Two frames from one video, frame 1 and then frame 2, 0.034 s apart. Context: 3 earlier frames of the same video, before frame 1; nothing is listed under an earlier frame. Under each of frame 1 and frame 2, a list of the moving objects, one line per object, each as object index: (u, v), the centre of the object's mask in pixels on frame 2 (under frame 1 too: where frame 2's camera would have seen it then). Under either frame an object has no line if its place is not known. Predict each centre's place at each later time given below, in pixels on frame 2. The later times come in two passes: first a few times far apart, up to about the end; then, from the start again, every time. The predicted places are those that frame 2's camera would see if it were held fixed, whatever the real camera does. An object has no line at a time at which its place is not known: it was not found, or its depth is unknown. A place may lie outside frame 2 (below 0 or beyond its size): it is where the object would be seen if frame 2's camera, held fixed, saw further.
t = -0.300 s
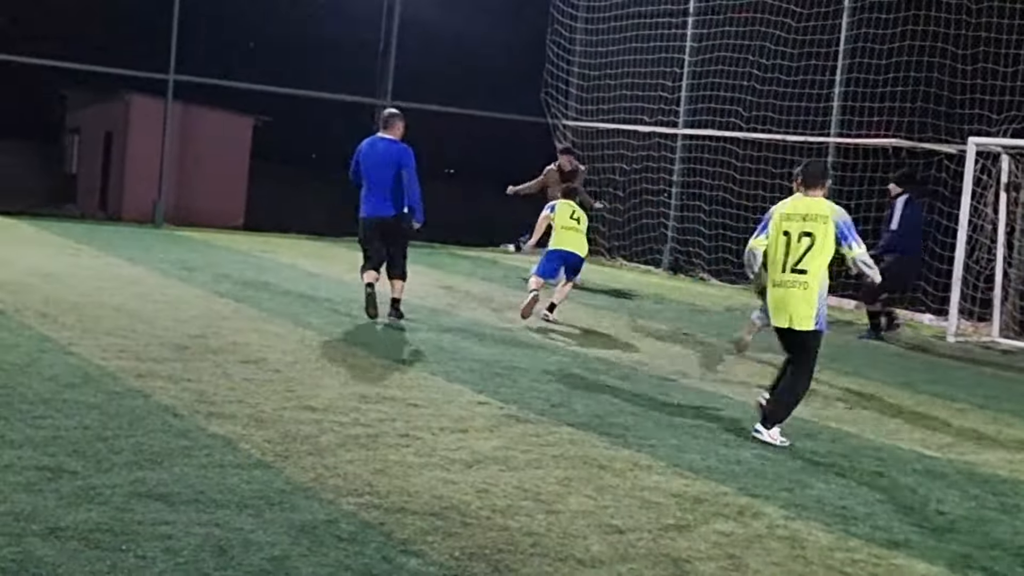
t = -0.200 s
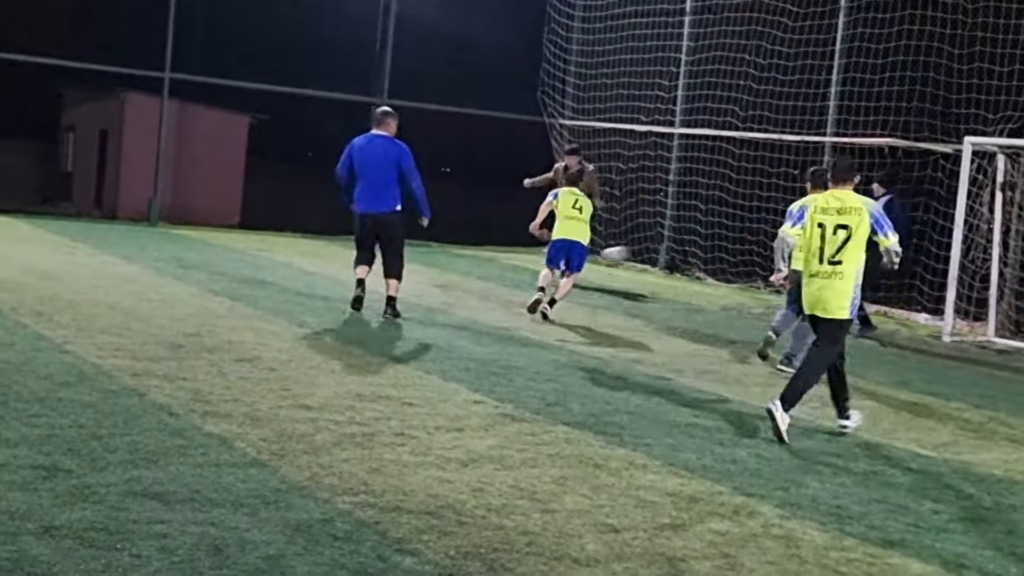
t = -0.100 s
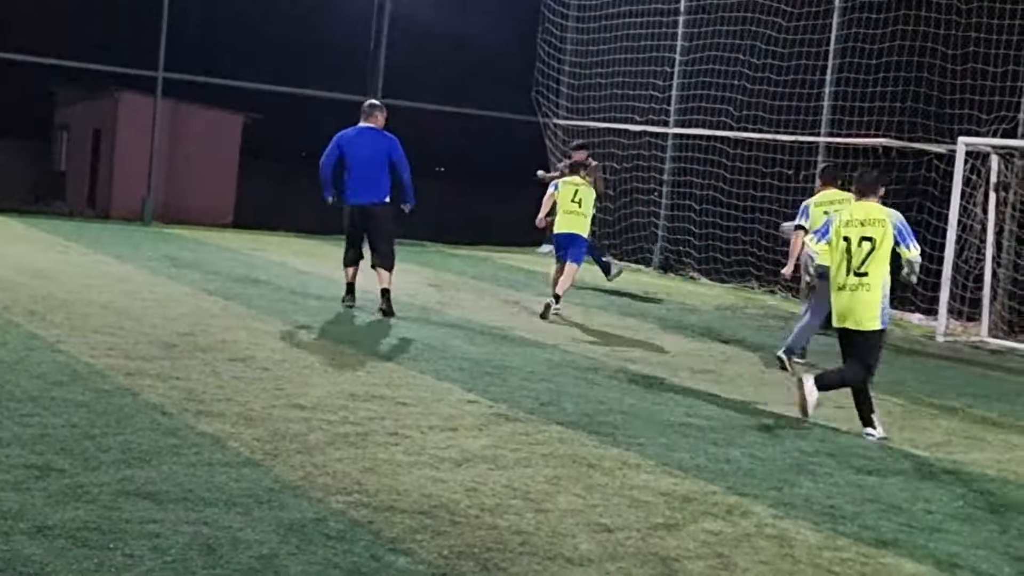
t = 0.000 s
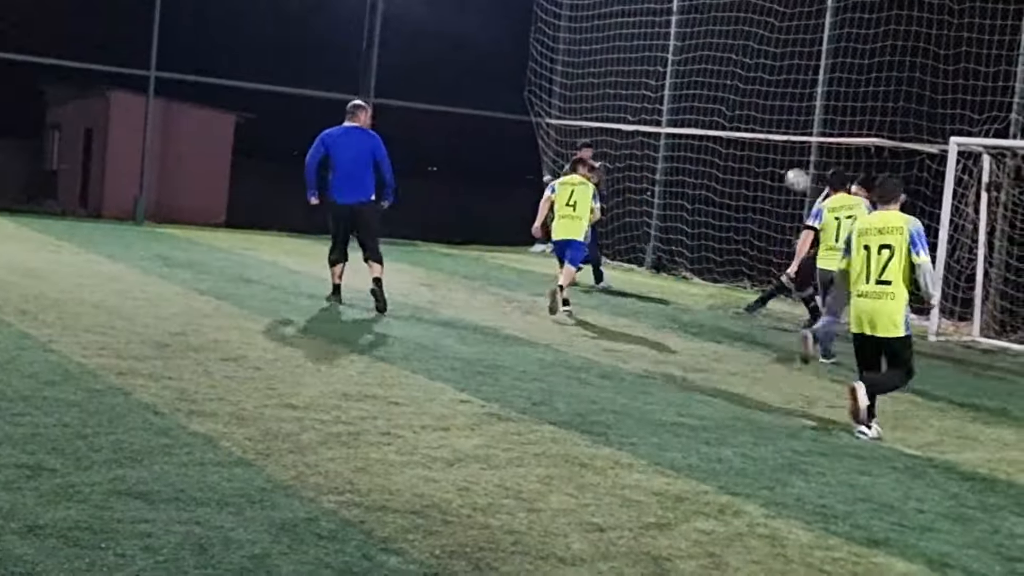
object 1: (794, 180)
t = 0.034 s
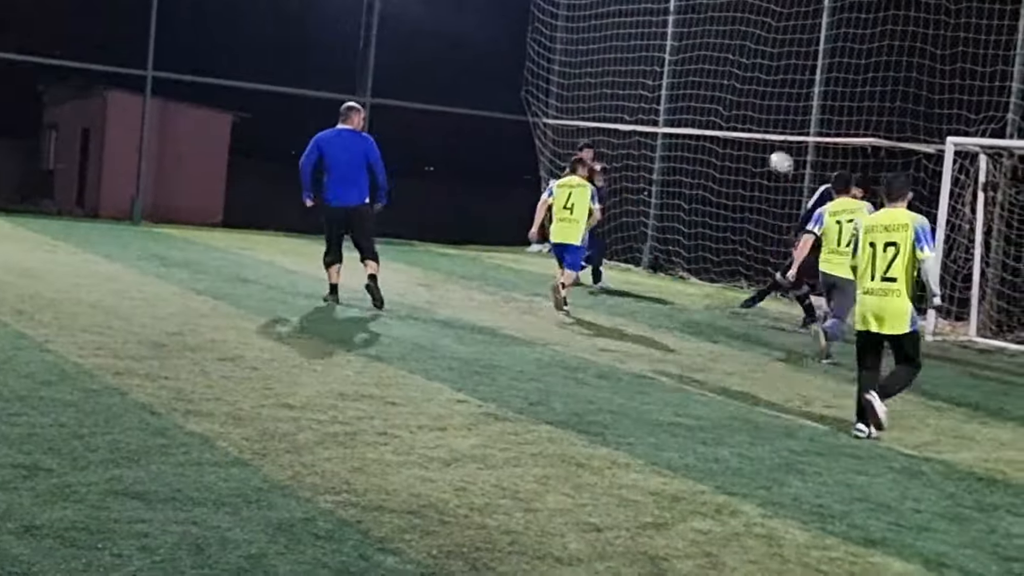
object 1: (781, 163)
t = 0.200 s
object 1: (716, 93)
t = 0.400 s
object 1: (633, 44)
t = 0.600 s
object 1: (548, 38)
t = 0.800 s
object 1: (460, 73)
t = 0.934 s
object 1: (401, 122)
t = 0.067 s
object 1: (768, 147)
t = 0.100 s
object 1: (755, 130)
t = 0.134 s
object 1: (742, 117)
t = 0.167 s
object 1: (729, 105)
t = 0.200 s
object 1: (716, 93)
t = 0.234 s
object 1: (702, 81)
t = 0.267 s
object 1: (688, 71)
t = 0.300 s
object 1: (675, 63)
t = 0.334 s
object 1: (661, 56)
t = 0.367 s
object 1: (647, 49)
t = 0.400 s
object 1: (633, 44)
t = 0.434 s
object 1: (619, 41)
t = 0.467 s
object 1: (605, 37)
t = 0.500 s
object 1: (592, 36)
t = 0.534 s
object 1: (577, 35)
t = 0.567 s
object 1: (563, 36)
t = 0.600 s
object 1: (548, 38)
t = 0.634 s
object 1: (533, 41)
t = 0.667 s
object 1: (519, 45)
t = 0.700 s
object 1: (504, 51)
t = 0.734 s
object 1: (489, 57)
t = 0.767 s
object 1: (476, 65)
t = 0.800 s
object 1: (460, 73)
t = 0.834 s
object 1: (446, 84)
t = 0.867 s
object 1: (431, 95)
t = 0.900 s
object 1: (415, 107)
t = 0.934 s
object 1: (401, 122)
